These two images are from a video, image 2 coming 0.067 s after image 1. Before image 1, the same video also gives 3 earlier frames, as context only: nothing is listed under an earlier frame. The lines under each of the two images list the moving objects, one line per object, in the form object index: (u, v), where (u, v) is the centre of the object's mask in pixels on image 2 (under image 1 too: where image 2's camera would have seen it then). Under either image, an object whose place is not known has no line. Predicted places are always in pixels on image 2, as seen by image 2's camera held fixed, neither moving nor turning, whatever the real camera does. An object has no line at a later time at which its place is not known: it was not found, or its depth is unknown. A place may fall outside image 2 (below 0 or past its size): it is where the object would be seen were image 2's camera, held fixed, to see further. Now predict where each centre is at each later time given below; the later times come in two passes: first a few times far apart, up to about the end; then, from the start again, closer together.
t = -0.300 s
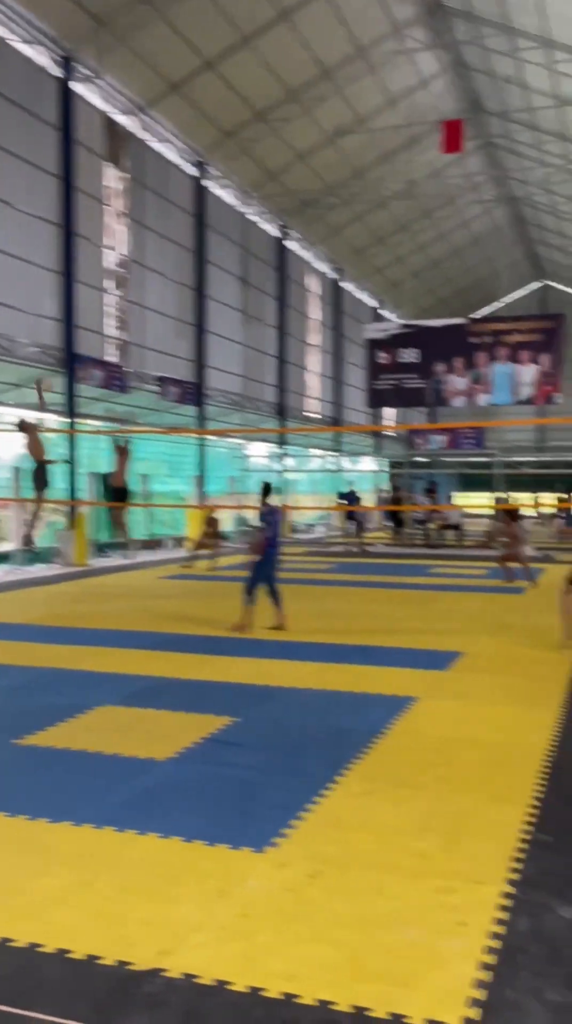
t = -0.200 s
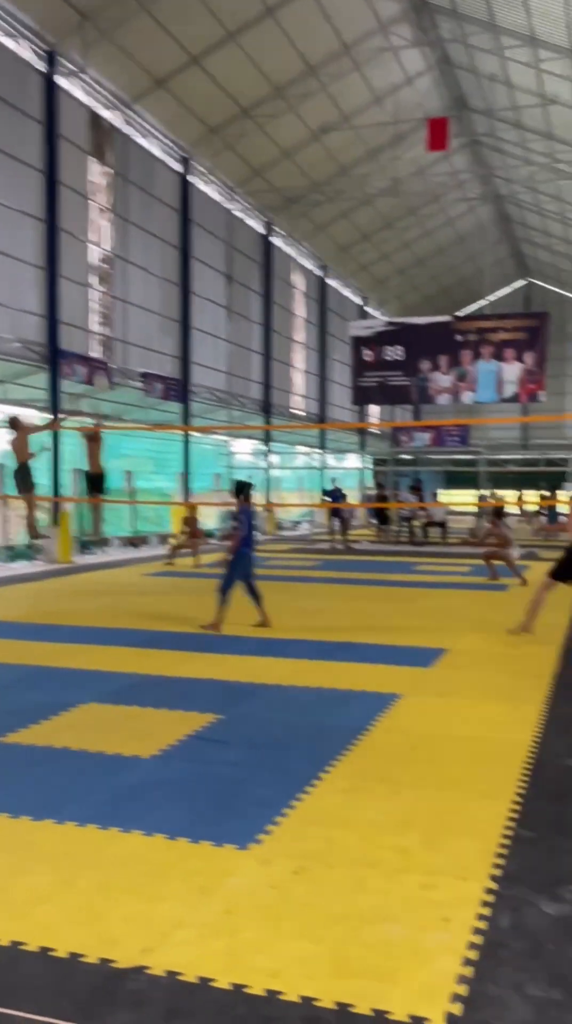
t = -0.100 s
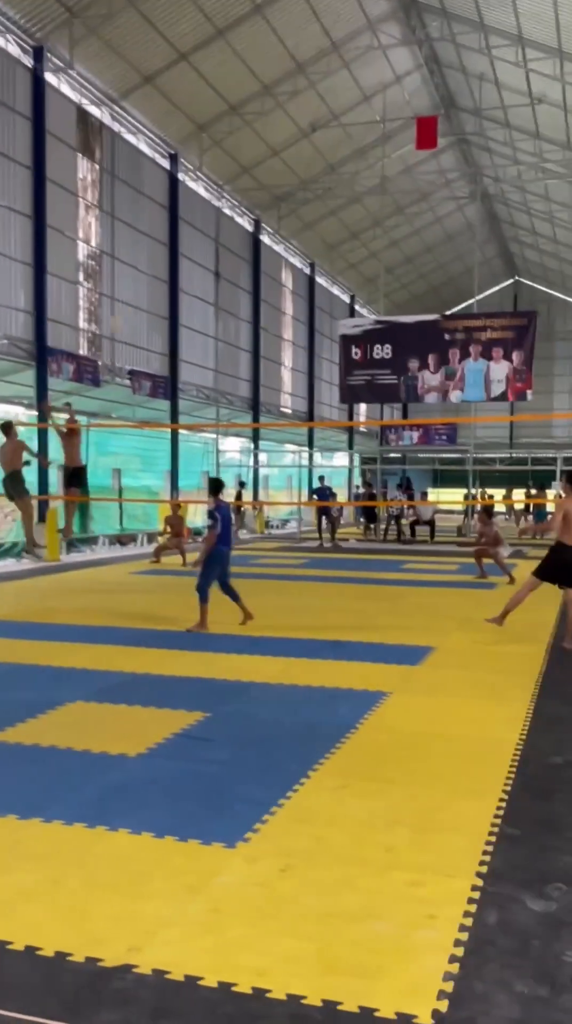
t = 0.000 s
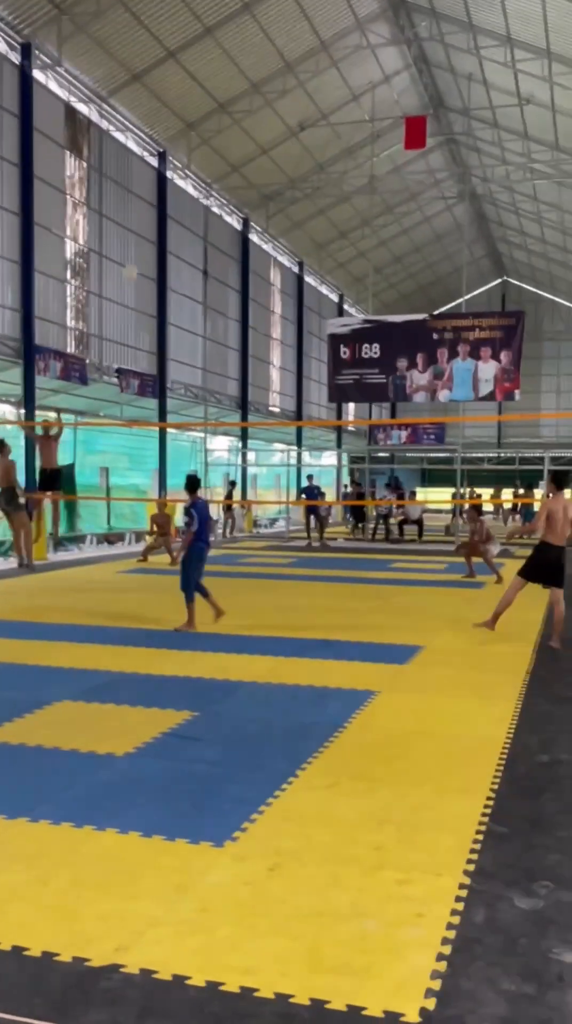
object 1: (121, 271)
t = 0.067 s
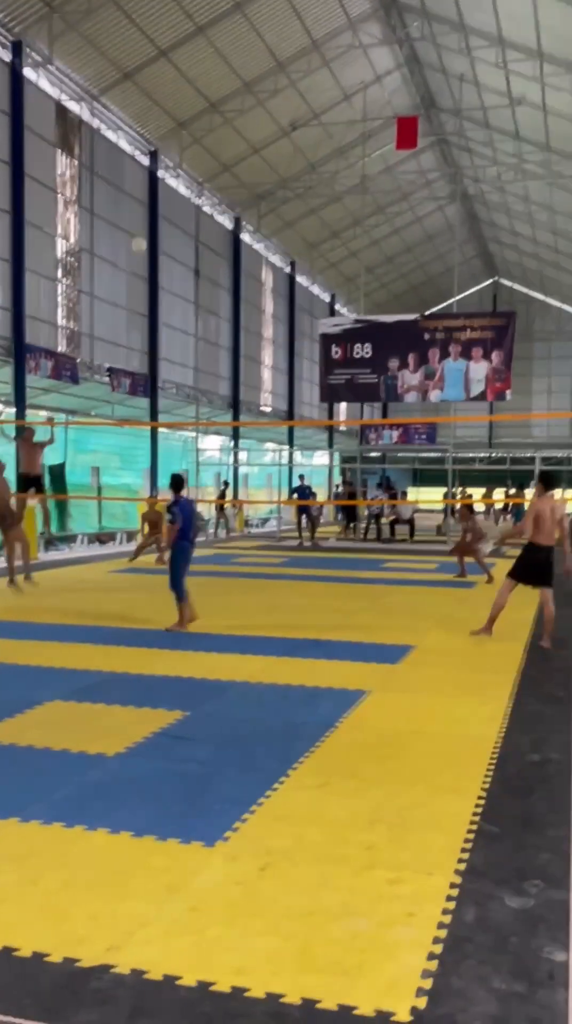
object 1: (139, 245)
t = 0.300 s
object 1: (199, 178)
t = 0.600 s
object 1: (270, 155)
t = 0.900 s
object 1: (334, 193)
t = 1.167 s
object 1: (384, 271)
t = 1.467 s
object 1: (431, 401)
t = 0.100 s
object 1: (147, 233)
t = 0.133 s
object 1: (156, 222)
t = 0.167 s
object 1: (165, 211)
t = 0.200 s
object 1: (173, 202)
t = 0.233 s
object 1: (181, 193)
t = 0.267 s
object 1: (191, 186)
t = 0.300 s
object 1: (199, 178)
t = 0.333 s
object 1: (207, 173)
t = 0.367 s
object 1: (215, 168)
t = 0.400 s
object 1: (223, 163)
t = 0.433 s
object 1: (231, 160)
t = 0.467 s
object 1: (239, 158)
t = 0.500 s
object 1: (247, 156)
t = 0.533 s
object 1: (255, 155)
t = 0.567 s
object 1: (262, 155)
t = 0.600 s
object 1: (270, 155)
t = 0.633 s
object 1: (278, 156)
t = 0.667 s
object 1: (285, 158)
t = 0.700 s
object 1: (292, 161)
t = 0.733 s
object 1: (300, 165)
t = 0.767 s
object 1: (307, 169)
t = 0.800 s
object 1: (314, 174)
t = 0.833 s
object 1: (321, 180)
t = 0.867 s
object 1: (328, 186)
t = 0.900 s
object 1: (334, 193)
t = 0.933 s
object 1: (341, 201)
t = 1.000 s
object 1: (354, 217)
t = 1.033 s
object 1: (360, 227)
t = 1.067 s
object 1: (366, 237)
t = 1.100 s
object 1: (373, 248)
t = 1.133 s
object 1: (379, 259)
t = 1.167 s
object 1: (384, 271)
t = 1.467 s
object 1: (431, 401)
